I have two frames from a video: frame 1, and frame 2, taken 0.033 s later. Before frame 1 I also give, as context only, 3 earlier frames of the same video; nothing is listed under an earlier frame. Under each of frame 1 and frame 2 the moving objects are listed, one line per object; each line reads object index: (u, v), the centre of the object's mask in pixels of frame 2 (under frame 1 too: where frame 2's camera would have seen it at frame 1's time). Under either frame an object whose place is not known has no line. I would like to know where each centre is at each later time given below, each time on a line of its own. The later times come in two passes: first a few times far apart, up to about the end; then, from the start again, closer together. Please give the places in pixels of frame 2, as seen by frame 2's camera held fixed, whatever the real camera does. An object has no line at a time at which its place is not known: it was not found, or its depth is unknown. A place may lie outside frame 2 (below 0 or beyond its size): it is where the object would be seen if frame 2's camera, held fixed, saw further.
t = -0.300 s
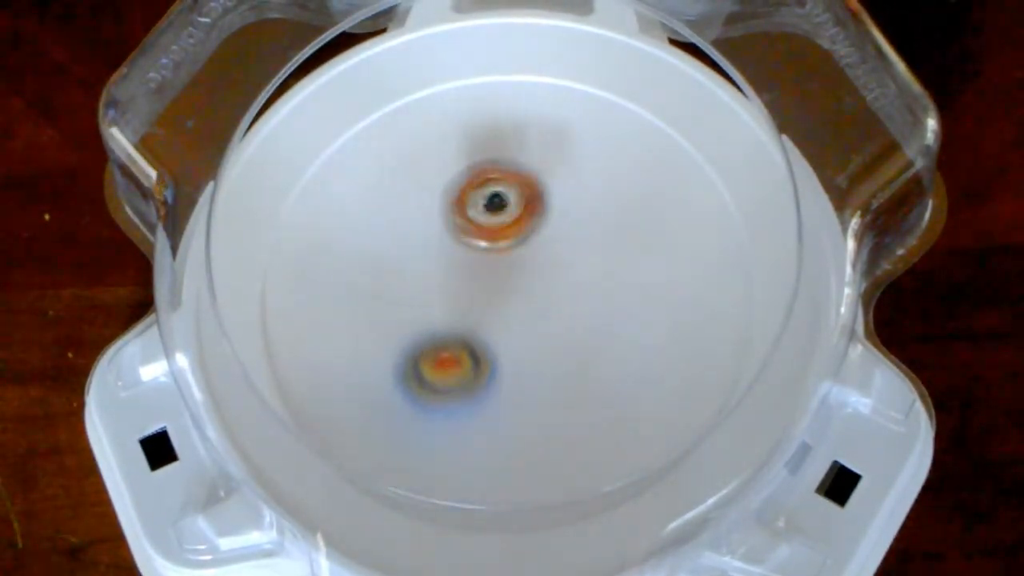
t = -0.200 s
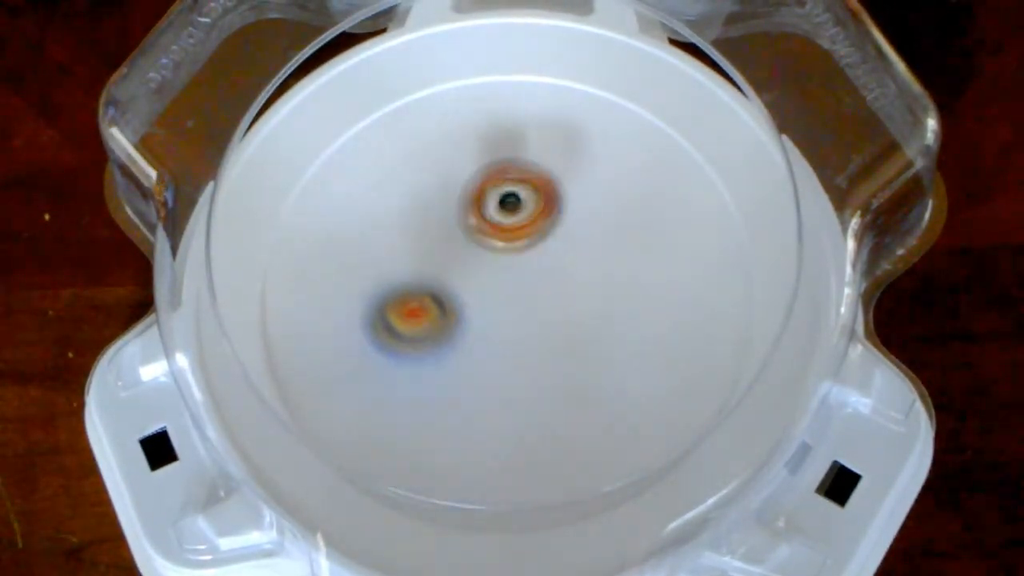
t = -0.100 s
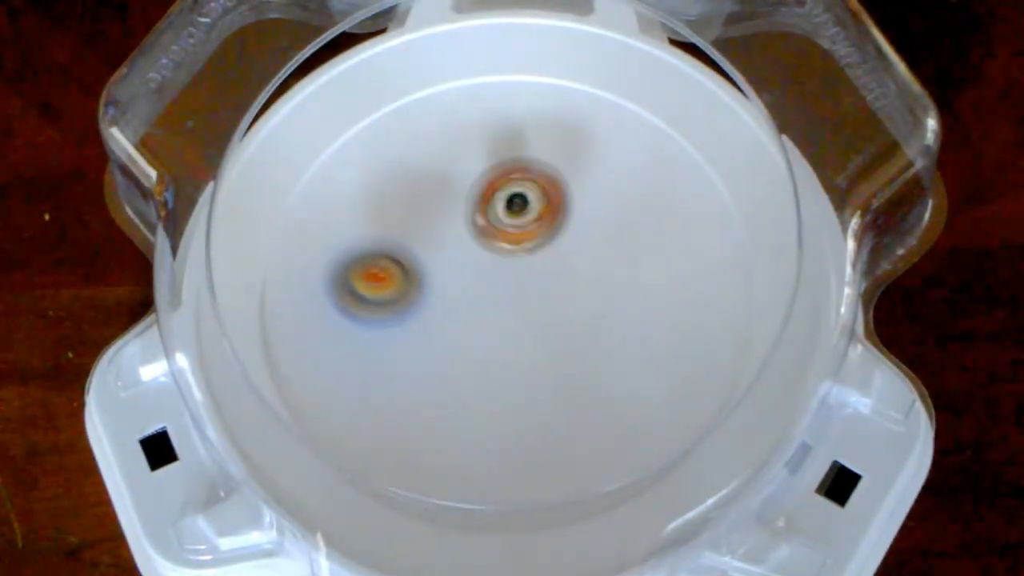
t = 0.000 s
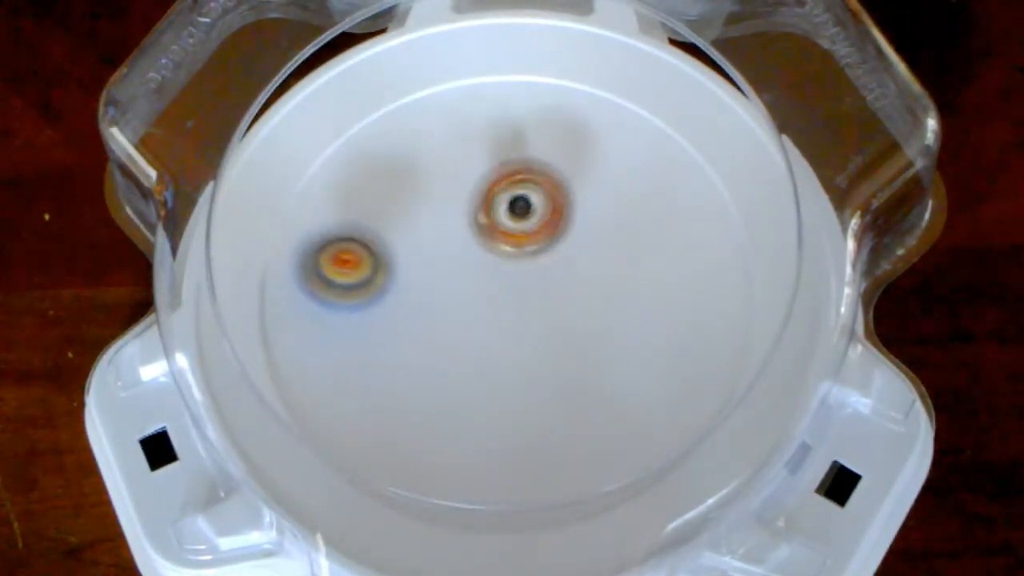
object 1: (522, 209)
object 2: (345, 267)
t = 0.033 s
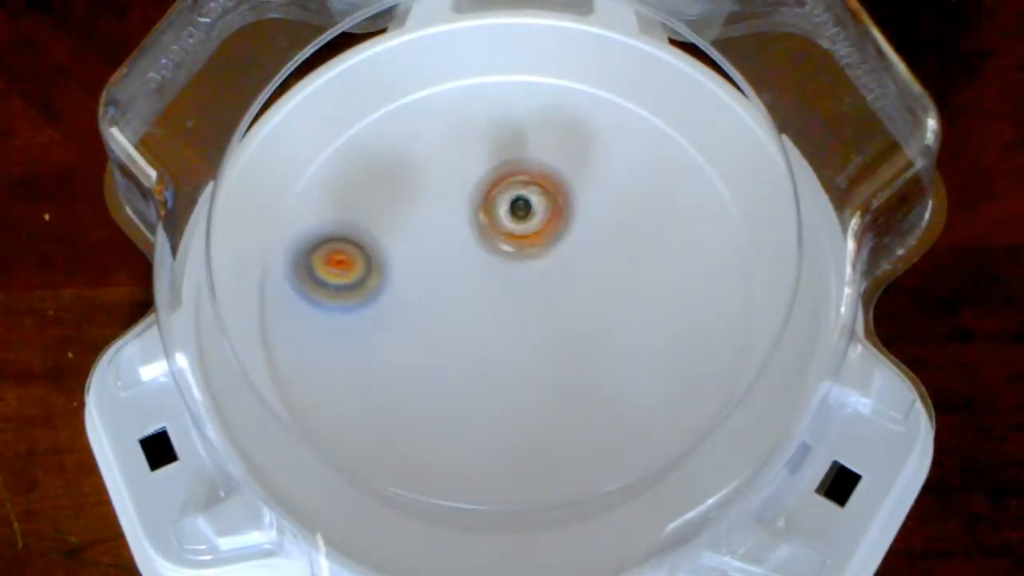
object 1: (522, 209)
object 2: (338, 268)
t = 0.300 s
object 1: (533, 219)
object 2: (316, 289)
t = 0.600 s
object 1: (567, 243)
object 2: (450, 256)
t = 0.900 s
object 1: (617, 264)
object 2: (458, 140)
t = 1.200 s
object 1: (571, 289)
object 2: (428, 241)
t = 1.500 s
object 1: (628, 409)
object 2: (422, 304)
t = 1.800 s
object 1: (567, 372)
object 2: (555, 245)
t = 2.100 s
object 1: (440, 274)
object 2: (441, 169)
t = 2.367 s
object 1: (361, 345)
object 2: (348, 181)
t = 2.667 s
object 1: (423, 393)
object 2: (533, 272)
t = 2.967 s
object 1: (549, 312)
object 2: (650, 134)
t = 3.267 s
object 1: (570, 253)
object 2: (398, 159)
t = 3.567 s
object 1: (485, 288)
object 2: (343, 374)
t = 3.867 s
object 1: (447, 330)
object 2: (598, 364)
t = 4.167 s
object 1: (493, 326)
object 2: (562, 155)
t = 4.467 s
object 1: (518, 268)
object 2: (357, 249)
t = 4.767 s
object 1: (470, 239)
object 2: (491, 418)
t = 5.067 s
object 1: (458, 285)
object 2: (616, 273)
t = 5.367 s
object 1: (519, 324)
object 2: (437, 189)
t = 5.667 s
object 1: (530, 294)
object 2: (393, 348)
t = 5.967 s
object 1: (469, 268)
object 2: (579, 337)
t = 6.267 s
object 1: (448, 295)
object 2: (523, 198)
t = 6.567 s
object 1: (482, 306)
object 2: (389, 257)
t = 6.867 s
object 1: (518, 284)
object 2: (389, 329)
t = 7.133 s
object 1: (525, 252)
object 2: (436, 344)
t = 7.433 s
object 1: (497, 253)
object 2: (466, 356)
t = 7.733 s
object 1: (486, 228)
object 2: (459, 386)
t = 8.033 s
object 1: (480, 213)
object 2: (476, 312)
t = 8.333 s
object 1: (505, 247)
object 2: (532, 338)
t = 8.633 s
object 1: (520, 237)
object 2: (514, 329)
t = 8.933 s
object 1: (474, 243)
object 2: (507, 320)
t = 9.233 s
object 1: (453, 241)
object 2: (507, 320)
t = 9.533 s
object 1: (453, 241)
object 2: (507, 320)
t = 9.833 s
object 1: (453, 241)
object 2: (507, 320)
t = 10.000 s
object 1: (453, 241)
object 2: (507, 320)
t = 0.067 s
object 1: (522, 211)
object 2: (331, 270)
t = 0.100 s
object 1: (524, 213)
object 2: (325, 271)
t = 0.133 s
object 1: (526, 213)
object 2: (320, 273)
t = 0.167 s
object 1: (529, 214)
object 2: (315, 277)
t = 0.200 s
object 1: (530, 214)
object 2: (312, 281)
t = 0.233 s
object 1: (532, 215)
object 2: (311, 284)
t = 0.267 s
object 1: (532, 216)
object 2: (312, 287)
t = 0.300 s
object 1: (533, 219)
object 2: (316, 289)
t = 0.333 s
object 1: (534, 221)
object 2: (324, 291)
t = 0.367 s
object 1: (536, 223)
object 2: (334, 292)
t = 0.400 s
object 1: (537, 226)
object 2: (347, 293)
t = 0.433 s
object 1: (539, 229)
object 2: (363, 292)
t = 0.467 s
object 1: (540, 232)
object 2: (385, 290)
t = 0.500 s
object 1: (541, 235)
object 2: (407, 285)
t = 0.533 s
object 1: (544, 239)
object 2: (428, 279)
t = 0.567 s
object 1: (553, 240)
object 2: (444, 270)
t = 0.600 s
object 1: (567, 243)
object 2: (450, 256)
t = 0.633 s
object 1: (580, 247)
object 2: (458, 240)
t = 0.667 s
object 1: (592, 250)
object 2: (465, 224)
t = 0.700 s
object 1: (601, 253)
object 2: (471, 206)
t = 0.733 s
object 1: (610, 256)
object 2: (476, 187)
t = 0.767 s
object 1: (616, 258)
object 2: (478, 173)
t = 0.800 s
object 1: (618, 259)
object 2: (477, 159)
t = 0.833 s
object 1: (620, 261)
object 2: (473, 150)
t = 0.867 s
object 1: (618, 261)
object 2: (467, 144)
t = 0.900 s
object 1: (617, 264)
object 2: (458, 140)
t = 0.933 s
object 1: (615, 265)
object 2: (449, 135)
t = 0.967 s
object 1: (614, 269)
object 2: (439, 135)
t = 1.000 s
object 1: (615, 271)
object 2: (430, 139)
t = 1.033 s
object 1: (612, 273)
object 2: (423, 145)
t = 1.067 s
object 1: (610, 275)
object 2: (418, 160)
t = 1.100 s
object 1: (602, 277)
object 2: (413, 176)
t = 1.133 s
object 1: (593, 281)
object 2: (409, 192)
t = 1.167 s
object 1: (582, 284)
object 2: (416, 214)
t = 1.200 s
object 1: (571, 289)
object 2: (428, 241)
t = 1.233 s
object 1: (557, 295)
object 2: (446, 263)
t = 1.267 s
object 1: (574, 311)
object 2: (434, 269)
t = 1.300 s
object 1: (593, 330)
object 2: (417, 270)
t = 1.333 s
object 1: (610, 354)
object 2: (406, 273)
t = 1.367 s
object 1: (621, 371)
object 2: (401, 278)
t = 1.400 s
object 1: (625, 387)
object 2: (400, 284)
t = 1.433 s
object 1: (627, 399)
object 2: (405, 291)
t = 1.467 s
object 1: (628, 406)
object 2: (412, 298)
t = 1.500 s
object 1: (628, 409)
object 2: (422, 304)
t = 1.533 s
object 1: (629, 409)
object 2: (436, 309)
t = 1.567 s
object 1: (623, 407)
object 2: (454, 313)
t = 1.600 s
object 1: (616, 405)
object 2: (473, 312)
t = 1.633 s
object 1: (609, 403)
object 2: (491, 307)
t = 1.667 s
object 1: (602, 401)
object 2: (507, 301)
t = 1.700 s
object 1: (594, 399)
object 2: (522, 291)
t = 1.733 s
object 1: (587, 392)
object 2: (534, 277)
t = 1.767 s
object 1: (578, 382)
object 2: (546, 261)
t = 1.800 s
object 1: (567, 372)
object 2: (555, 245)
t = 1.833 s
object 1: (557, 359)
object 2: (561, 226)
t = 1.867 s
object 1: (542, 346)
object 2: (561, 209)
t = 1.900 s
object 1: (529, 335)
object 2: (558, 192)
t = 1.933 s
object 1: (513, 322)
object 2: (547, 176)
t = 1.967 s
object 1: (498, 313)
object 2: (532, 161)
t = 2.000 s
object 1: (485, 301)
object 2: (512, 152)
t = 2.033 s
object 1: (466, 292)
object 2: (490, 150)
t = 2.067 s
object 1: (455, 283)
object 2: (466, 157)
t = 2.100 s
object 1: (440, 274)
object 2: (441, 169)
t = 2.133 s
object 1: (425, 276)
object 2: (423, 172)
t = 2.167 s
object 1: (410, 279)
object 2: (407, 176)
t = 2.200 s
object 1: (398, 285)
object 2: (390, 184)
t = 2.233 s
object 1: (390, 299)
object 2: (373, 179)
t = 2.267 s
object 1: (382, 313)
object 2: (362, 173)
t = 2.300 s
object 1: (373, 326)
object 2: (355, 168)
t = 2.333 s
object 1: (366, 335)
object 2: (349, 172)
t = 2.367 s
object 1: (361, 345)
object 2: (348, 181)
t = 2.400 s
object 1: (360, 355)
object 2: (350, 191)
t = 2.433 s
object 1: (361, 365)
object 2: (357, 203)
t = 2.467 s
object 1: (364, 372)
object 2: (371, 223)
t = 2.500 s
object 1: (370, 377)
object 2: (387, 236)
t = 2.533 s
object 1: (377, 383)
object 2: (408, 250)
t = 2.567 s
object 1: (385, 388)
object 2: (436, 257)
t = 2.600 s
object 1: (398, 392)
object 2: (465, 267)
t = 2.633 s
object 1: (410, 393)
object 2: (500, 272)
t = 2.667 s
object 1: (423, 393)
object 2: (533, 272)
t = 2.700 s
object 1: (439, 391)
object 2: (564, 266)
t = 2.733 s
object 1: (454, 387)
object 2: (594, 254)
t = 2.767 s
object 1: (470, 381)
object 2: (619, 240)
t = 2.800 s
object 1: (487, 373)
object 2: (640, 219)
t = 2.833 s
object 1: (501, 362)
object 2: (653, 202)
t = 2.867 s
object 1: (515, 350)
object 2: (662, 184)
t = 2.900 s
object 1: (528, 337)
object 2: (664, 164)
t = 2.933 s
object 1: (538, 325)
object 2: (659, 148)
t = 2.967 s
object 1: (549, 312)
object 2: (650, 134)
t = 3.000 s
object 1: (558, 295)
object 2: (635, 125)
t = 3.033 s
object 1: (563, 281)
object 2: (616, 120)
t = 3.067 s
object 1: (567, 265)
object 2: (590, 120)
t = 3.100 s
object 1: (568, 251)
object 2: (563, 126)
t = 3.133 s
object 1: (569, 238)
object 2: (534, 140)
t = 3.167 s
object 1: (570, 232)
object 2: (503, 152)
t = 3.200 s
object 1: (575, 240)
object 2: (468, 146)
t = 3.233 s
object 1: (574, 249)
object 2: (433, 148)
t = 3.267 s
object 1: (570, 253)
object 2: (398, 159)
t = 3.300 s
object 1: (564, 256)
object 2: (372, 172)
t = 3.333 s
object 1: (557, 259)
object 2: (345, 192)
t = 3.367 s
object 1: (549, 263)
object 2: (326, 218)
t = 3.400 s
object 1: (537, 265)
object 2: (315, 239)
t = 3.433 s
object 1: (527, 267)
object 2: (309, 268)
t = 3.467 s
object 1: (516, 269)
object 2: (309, 293)
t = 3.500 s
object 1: (505, 275)
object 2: (312, 322)
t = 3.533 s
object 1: (495, 281)
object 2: (326, 346)
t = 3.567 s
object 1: (485, 288)
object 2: (343, 374)
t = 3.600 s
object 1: (474, 292)
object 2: (367, 393)
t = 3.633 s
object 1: (464, 299)
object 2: (390, 414)
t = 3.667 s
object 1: (457, 306)
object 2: (419, 424)
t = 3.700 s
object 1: (452, 313)
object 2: (453, 425)
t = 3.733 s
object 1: (447, 317)
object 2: (485, 423)
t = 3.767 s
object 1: (445, 322)
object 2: (521, 417)
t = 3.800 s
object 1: (442, 324)
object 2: (548, 408)
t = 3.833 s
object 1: (443, 329)
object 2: (573, 390)
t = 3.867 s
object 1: (447, 330)
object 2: (598, 364)
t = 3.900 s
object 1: (449, 332)
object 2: (615, 342)
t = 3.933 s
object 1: (453, 333)
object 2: (626, 317)
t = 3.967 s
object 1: (457, 335)
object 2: (634, 289)
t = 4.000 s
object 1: (460, 335)
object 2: (636, 261)
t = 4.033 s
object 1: (466, 336)
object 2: (631, 234)
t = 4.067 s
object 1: (472, 335)
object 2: (622, 214)
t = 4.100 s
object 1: (480, 334)
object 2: (607, 190)
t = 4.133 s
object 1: (487, 330)
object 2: (588, 171)
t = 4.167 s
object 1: (493, 326)
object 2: (562, 155)
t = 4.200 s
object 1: (500, 322)
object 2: (537, 146)
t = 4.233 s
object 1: (505, 317)
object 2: (511, 141)
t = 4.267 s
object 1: (512, 311)
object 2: (481, 141)
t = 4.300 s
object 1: (515, 305)
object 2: (451, 149)
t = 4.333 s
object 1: (517, 298)
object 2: (428, 163)
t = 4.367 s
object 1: (521, 290)
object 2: (406, 180)
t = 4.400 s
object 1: (521, 282)
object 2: (385, 203)
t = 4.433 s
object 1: (520, 274)
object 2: (369, 228)
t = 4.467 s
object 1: (518, 268)
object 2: (357, 249)
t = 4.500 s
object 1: (514, 262)
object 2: (355, 277)
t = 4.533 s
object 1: (509, 257)
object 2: (355, 306)
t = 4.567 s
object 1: (505, 250)
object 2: (366, 336)
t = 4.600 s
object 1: (499, 246)
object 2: (377, 358)
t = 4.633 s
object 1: (492, 243)
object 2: (394, 379)
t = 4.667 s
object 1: (487, 241)
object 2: (416, 399)
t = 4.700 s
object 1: (482, 240)
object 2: (440, 410)
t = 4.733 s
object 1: (476, 240)
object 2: (465, 417)
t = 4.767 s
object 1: (470, 239)
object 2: (491, 418)
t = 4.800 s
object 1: (465, 242)
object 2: (522, 416)
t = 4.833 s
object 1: (461, 246)
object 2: (545, 409)
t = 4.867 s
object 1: (459, 248)
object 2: (569, 398)
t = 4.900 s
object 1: (457, 253)
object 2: (587, 383)
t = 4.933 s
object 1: (456, 259)
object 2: (604, 362)
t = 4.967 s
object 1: (455, 264)
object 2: (614, 340)
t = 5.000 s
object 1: (454, 272)
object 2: (619, 318)
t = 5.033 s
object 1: (456, 279)
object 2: (620, 297)
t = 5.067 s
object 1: (458, 285)
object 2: (616, 273)
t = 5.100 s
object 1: (462, 291)
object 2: (607, 254)
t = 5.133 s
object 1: (468, 298)
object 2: (596, 233)
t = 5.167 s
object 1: (474, 305)
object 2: (577, 217)
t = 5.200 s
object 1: (482, 311)
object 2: (557, 204)
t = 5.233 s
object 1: (489, 315)
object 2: (537, 192)
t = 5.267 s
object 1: (498, 320)
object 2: (510, 185)
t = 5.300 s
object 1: (506, 323)
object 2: (487, 182)
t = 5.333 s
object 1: (514, 324)
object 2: (461, 183)
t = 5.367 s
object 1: (519, 324)
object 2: (437, 189)
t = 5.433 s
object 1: (531, 323)
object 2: (397, 211)
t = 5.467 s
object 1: (533, 319)
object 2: (382, 231)
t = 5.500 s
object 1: (535, 316)
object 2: (372, 246)
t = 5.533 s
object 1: (536, 313)
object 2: (366, 265)
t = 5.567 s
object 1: (536, 309)
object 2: (363, 286)
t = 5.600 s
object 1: (535, 304)
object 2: (368, 308)
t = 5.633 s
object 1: (532, 301)
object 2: (377, 328)
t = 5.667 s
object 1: (530, 294)
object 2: (393, 348)
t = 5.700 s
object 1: (526, 290)
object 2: (410, 361)
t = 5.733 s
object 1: (520, 285)
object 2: (433, 372)
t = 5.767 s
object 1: (513, 280)
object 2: (455, 381)
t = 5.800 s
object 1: (508, 276)
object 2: (478, 383)
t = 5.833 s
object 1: (501, 273)
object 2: (503, 383)
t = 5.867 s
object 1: (492, 270)
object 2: (526, 377)
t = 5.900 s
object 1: (483, 269)
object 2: (548, 365)
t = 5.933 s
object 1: (475, 269)
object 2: (567, 352)
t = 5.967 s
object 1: (469, 268)
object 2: (579, 337)
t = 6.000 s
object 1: (460, 268)
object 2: (591, 319)
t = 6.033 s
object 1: (453, 273)
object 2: (599, 298)
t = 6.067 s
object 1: (450, 276)
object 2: (603, 275)
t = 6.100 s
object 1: (446, 276)
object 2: (599, 257)
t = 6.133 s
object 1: (443, 280)
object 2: (592, 239)
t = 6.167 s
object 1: (446, 283)
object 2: (581, 221)
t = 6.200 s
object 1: (447, 286)
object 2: (565, 207)
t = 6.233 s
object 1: (446, 291)
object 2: (542, 199)
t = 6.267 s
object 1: (448, 295)
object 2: (523, 198)
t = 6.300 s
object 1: (454, 297)
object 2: (504, 194)
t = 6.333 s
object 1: (458, 300)
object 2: (482, 199)
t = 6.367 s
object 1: (463, 304)
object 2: (463, 205)
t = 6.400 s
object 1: (468, 307)
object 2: (446, 214)
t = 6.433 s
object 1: (470, 310)
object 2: (432, 218)
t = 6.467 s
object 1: (475, 309)
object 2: (419, 231)
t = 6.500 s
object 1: (477, 307)
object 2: (407, 243)
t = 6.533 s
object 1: (479, 306)
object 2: (396, 248)
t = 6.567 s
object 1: (482, 306)
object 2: (389, 257)
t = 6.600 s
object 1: (486, 306)
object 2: (383, 266)
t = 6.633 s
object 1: (489, 305)
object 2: (378, 277)
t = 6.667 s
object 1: (488, 302)
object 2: (379, 288)
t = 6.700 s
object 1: (486, 301)
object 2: (382, 300)
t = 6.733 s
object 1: (500, 297)
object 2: (379, 307)
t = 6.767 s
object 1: (511, 294)
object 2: (376, 314)
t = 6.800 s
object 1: (518, 292)
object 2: (378, 320)
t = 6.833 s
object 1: (521, 288)
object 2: (382, 325)
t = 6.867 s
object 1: (518, 284)
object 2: (389, 329)
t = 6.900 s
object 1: (516, 283)
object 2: (397, 330)
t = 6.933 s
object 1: (518, 278)
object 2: (409, 333)
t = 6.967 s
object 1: (516, 272)
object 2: (420, 330)
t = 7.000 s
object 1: (512, 272)
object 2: (430, 328)
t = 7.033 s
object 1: (518, 265)
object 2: (431, 333)
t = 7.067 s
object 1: (524, 256)
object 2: (429, 340)
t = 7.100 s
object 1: (525, 254)
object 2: (432, 343)
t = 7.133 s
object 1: (525, 252)
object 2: (436, 344)
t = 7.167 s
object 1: (524, 249)
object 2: (443, 344)
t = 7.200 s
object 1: (522, 251)
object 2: (450, 342)
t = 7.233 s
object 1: (518, 254)
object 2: (458, 339)
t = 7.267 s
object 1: (513, 251)
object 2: (460, 342)
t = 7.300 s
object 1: (510, 243)
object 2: (460, 345)
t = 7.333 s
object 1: (506, 240)
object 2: (463, 349)
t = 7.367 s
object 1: (500, 244)
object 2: (463, 357)
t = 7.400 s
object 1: (496, 251)
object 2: (462, 357)
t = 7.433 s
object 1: (497, 253)
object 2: (466, 356)
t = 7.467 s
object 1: (495, 252)
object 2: (465, 357)
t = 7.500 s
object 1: (489, 253)
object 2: (467, 357)
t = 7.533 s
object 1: (483, 258)
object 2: (468, 355)
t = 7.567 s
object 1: (483, 249)
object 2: (465, 365)
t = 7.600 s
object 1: (481, 238)
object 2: (465, 378)
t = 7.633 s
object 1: (480, 232)
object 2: (462, 386)
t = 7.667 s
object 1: (476, 229)
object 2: (459, 388)
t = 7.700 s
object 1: (479, 231)
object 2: (457, 388)
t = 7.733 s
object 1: (486, 228)
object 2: (459, 386)
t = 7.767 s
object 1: (489, 222)
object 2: (460, 374)
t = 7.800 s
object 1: (489, 217)
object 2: (460, 361)
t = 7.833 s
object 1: (487, 214)
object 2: (461, 355)
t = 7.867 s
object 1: (485, 212)
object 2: (464, 338)
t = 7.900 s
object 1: (483, 211)
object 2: (465, 326)
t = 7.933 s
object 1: (482, 213)
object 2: (466, 317)
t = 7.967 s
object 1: (483, 213)
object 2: (469, 307)
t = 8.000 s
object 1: (481, 212)
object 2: (472, 309)
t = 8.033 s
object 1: (480, 213)
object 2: (476, 312)
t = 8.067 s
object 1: (481, 214)
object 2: (481, 312)
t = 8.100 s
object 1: (484, 218)
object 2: (488, 315)
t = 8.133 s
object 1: (488, 220)
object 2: (495, 318)
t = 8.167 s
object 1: (490, 224)
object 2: (503, 323)
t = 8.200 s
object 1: (490, 226)
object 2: (511, 327)
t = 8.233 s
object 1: (492, 232)
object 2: (518, 332)
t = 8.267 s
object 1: (495, 236)
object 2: (525, 335)
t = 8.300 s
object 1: (499, 244)
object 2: (530, 337)
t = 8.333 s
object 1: (505, 247)
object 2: (532, 338)
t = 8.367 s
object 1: (510, 250)
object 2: (533, 339)
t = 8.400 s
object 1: (517, 249)
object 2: (533, 339)
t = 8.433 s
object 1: (521, 250)
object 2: (531, 338)
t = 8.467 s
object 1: (525, 250)
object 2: (529, 338)
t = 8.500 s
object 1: (526, 248)
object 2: (528, 338)
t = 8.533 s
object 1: (525, 242)
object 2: (527, 337)
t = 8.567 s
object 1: (522, 237)
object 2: (524, 336)
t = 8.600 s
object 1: (521, 236)
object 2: (519, 333)
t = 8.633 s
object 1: (520, 237)
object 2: (514, 329)
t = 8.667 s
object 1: (521, 238)
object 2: (510, 324)
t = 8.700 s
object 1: (521, 233)
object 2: (506, 318)
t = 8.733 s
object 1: (521, 234)
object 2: (504, 312)
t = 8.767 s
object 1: (514, 232)
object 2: (505, 311)
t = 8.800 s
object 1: (508, 231)
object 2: (505, 312)
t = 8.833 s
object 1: (501, 235)
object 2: (505, 315)
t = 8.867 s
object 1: (492, 239)
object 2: (506, 316)
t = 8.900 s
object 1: (483, 242)
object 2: (507, 319)
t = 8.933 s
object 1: (474, 243)
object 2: (507, 320)
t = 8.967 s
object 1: (467, 243)
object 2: (508, 321)
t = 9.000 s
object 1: (461, 242)
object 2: (507, 320)
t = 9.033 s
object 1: (457, 241)
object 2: (507, 320)
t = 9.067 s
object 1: (454, 241)
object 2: (507, 320)
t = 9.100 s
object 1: (452, 240)
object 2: (507, 320)
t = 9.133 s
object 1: (452, 240)
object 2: (507, 320)
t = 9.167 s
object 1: (452, 241)
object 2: (507, 320)
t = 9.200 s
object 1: (453, 241)
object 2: (507, 320)
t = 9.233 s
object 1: (453, 241)
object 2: (507, 320)
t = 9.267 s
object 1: (453, 241)
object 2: (507, 320)
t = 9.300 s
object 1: (453, 241)
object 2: (507, 320)
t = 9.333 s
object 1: (453, 241)
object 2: (507, 320)
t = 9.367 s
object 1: (453, 241)
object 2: (507, 320)
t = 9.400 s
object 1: (453, 241)
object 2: (507, 320)
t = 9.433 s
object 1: (453, 241)
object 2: (507, 320)
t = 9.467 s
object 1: (453, 241)
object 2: (507, 320)
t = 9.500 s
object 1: (453, 241)
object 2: (507, 320)
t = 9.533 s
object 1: (453, 241)
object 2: (507, 320)
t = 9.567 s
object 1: (453, 241)
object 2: (507, 320)
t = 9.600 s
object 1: (453, 241)
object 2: (507, 320)
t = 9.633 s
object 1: (453, 241)
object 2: (507, 320)
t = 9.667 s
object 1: (453, 241)
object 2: (507, 320)
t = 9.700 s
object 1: (453, 241)
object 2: (507, 320)
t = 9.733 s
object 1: (453, 241)
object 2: (507, 320)
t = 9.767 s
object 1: (453, 241)
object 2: (507, 320)
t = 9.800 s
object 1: (453, 241)
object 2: (507, 320)
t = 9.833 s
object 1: (453, 241)
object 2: (507, 320)
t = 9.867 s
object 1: (453, 241)
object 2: (507, 320)
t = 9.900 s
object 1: (453, 241)
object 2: (507, 320)
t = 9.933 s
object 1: (453, 241)
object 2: (507, 320)
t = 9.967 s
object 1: (453, 241)
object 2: (507, 320)
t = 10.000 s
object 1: (453, 241)
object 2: (507, 320)
